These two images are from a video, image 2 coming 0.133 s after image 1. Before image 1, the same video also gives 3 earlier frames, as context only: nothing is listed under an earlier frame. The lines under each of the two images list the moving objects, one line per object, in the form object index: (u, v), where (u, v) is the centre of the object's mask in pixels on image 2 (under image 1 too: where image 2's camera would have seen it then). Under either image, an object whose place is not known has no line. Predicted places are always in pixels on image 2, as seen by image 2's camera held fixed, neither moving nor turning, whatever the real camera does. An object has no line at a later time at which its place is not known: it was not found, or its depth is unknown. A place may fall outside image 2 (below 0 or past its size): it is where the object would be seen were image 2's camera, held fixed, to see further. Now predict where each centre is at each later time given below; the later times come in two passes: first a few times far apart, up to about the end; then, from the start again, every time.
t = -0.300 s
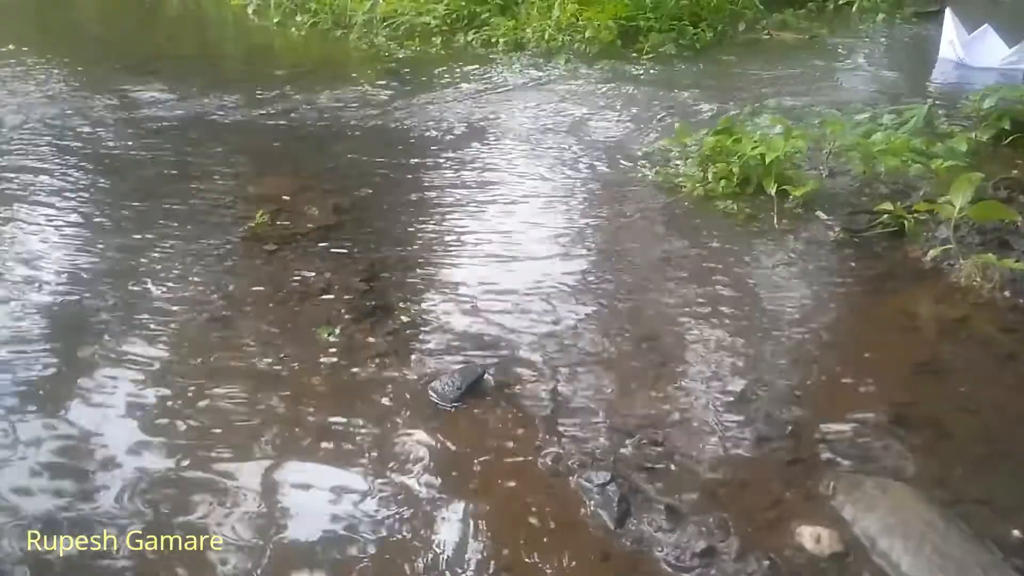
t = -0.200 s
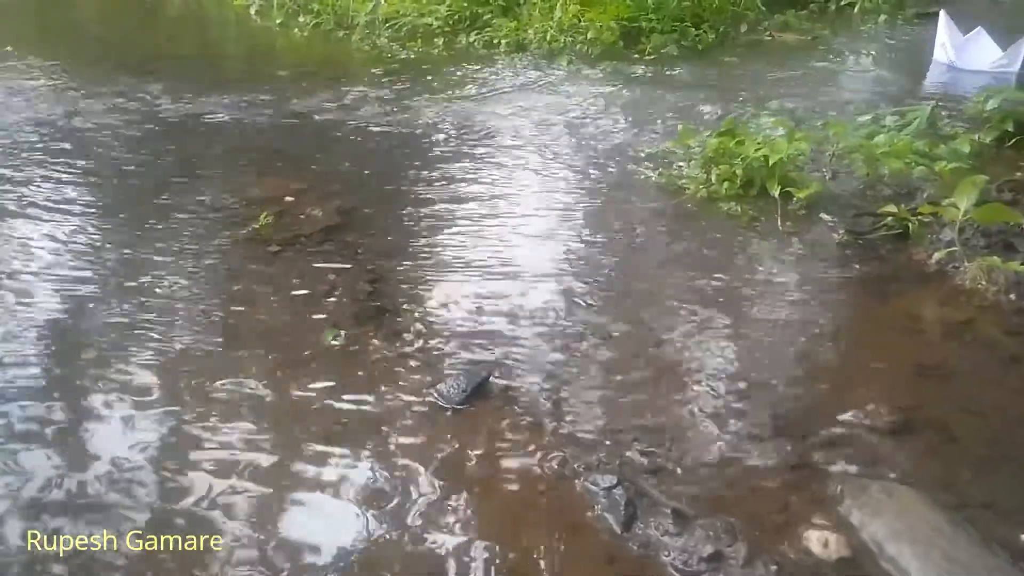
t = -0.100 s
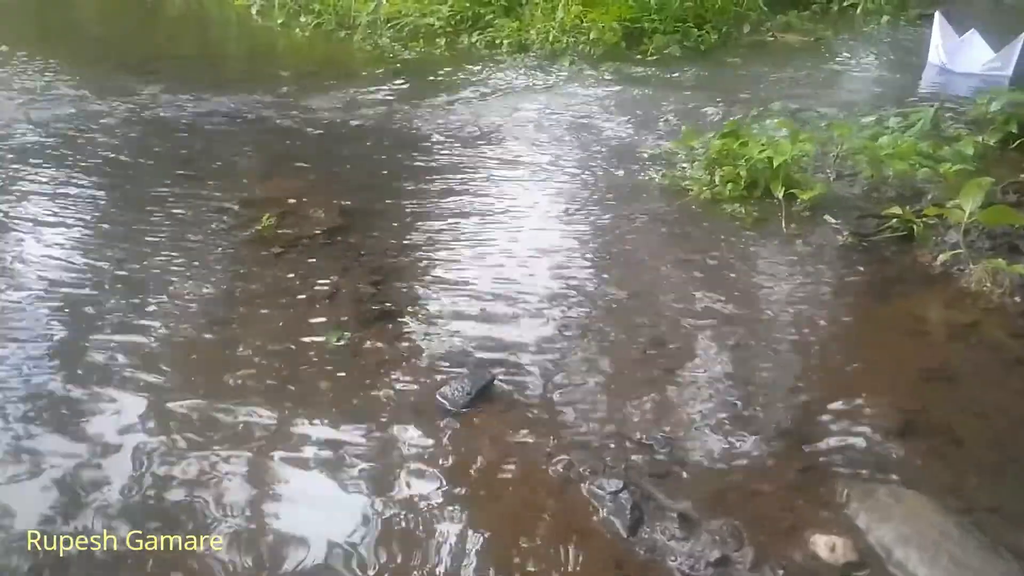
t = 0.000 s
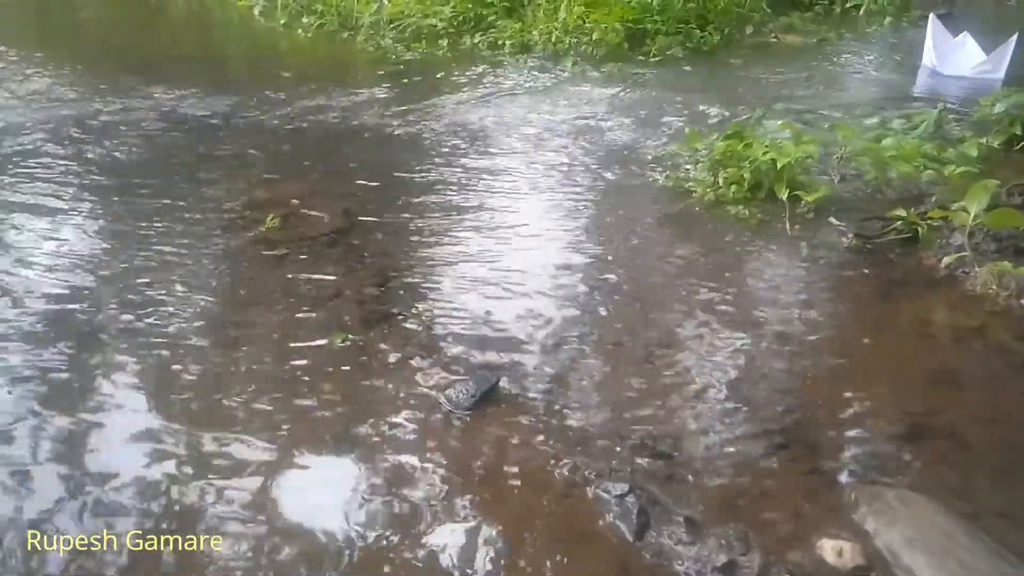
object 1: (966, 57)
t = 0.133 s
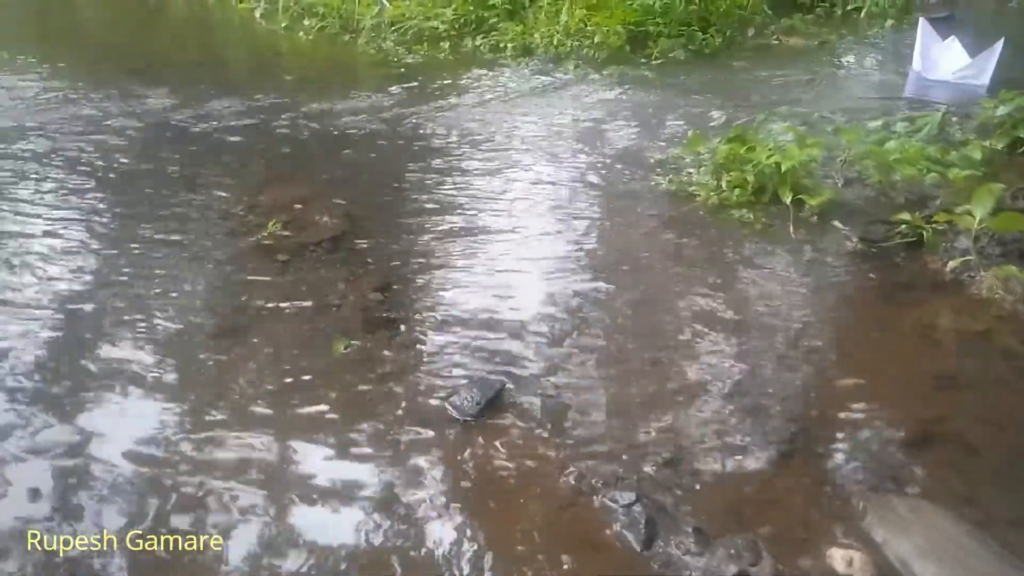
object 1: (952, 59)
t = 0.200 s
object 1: (944, 59)
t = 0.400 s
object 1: (921, 62)
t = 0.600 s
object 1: (892, 66)
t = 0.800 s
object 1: (858, 71)
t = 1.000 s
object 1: (818, 78)
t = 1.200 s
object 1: (764, 85)
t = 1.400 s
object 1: (706, 91)
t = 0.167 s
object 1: (948, 59)
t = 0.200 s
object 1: (944, 59)
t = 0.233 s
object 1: (941, 60)
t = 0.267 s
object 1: (937, 60)
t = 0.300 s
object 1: (933, 61)
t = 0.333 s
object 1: (929, 61)
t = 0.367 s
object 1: (925, 61)
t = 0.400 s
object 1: (921, 62)
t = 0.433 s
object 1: (916, 63)
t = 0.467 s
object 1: (911, 63)
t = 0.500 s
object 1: (907, 64)
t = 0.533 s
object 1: (902, 65)
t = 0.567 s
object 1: (897, 66)
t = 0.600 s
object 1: (892, 66)
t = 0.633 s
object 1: (887, 67)
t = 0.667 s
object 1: (881, 68)
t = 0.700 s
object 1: (876, 68)
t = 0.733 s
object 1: (870, 70)
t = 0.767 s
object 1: (864, 70)
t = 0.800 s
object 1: (858, 71)
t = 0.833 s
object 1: (852, 72)
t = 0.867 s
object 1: (845, 73)
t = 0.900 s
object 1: (838, 74)
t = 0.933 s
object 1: (831, 76)
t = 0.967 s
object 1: (826, 78)
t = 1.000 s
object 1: (818, 78)
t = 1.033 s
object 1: (809, 79)
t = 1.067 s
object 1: (799, 81)
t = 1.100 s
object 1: (791, 83)
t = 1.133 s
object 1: (782, 83)
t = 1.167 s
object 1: (773, 84)
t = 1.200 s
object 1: (764, 85)
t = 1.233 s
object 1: (754, 85)
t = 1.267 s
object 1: (745, 86)
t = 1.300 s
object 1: (736, 86)
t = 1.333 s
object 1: (726, 88)
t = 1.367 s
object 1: (716, 90)
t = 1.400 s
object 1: (706, 91)
